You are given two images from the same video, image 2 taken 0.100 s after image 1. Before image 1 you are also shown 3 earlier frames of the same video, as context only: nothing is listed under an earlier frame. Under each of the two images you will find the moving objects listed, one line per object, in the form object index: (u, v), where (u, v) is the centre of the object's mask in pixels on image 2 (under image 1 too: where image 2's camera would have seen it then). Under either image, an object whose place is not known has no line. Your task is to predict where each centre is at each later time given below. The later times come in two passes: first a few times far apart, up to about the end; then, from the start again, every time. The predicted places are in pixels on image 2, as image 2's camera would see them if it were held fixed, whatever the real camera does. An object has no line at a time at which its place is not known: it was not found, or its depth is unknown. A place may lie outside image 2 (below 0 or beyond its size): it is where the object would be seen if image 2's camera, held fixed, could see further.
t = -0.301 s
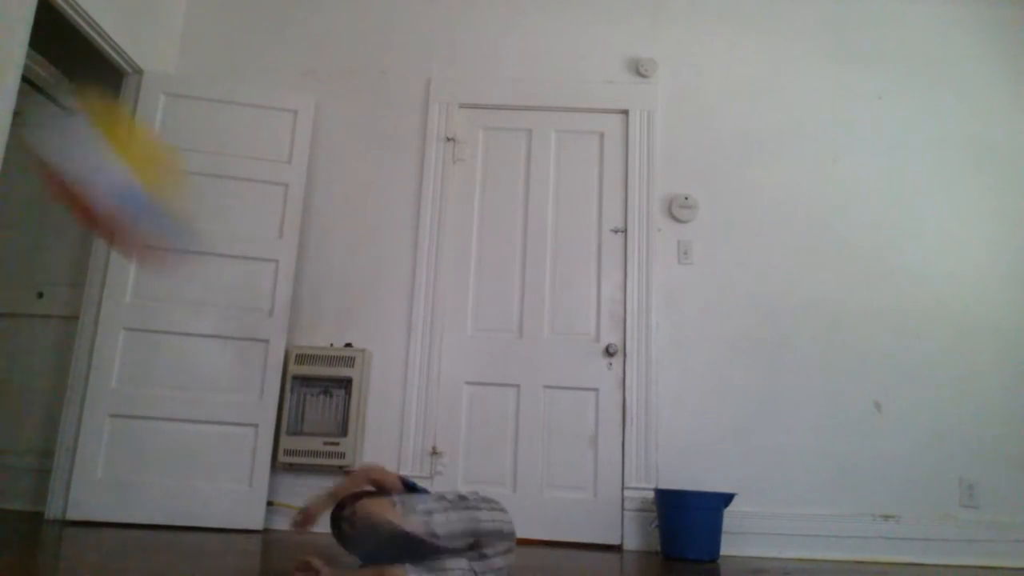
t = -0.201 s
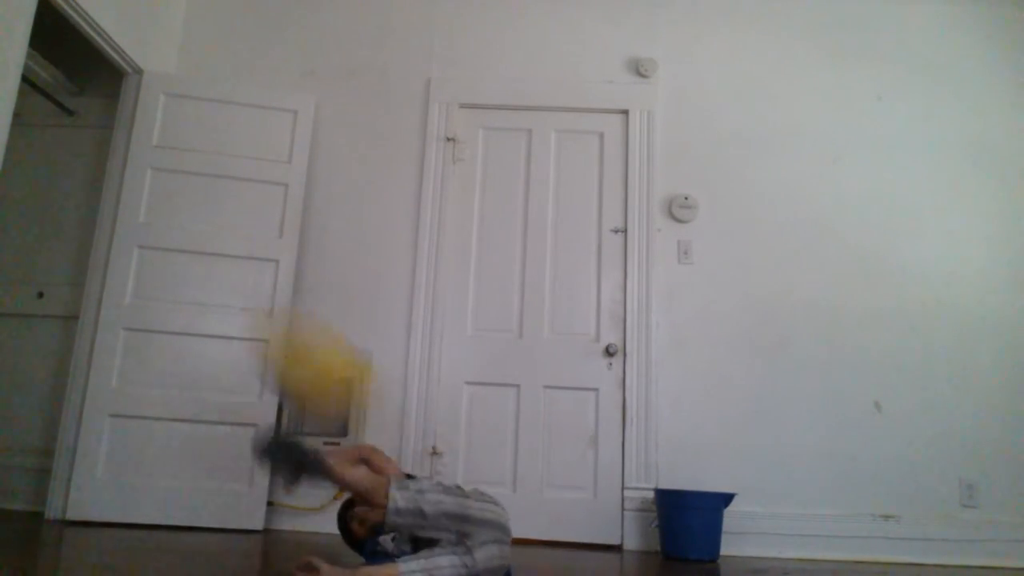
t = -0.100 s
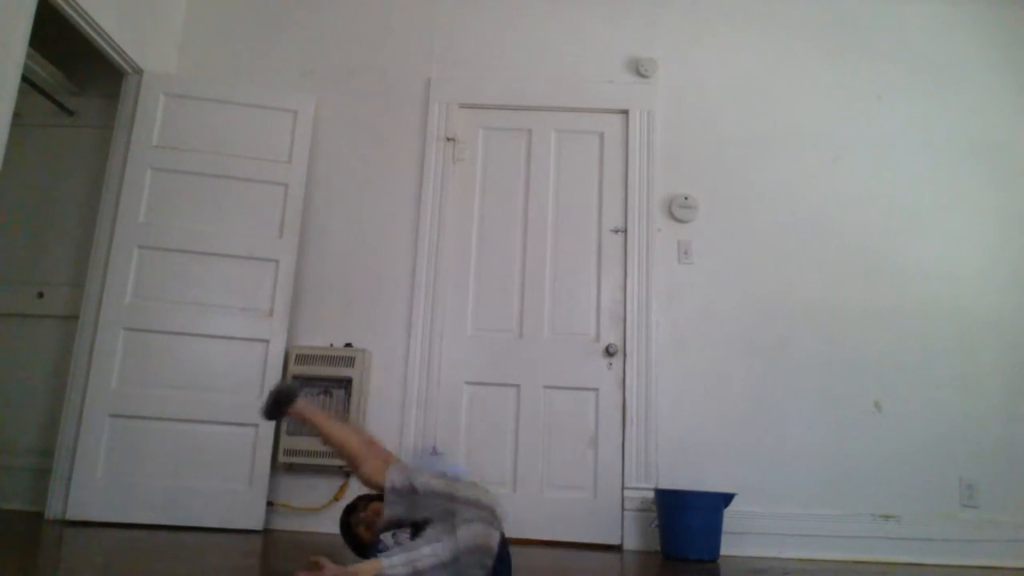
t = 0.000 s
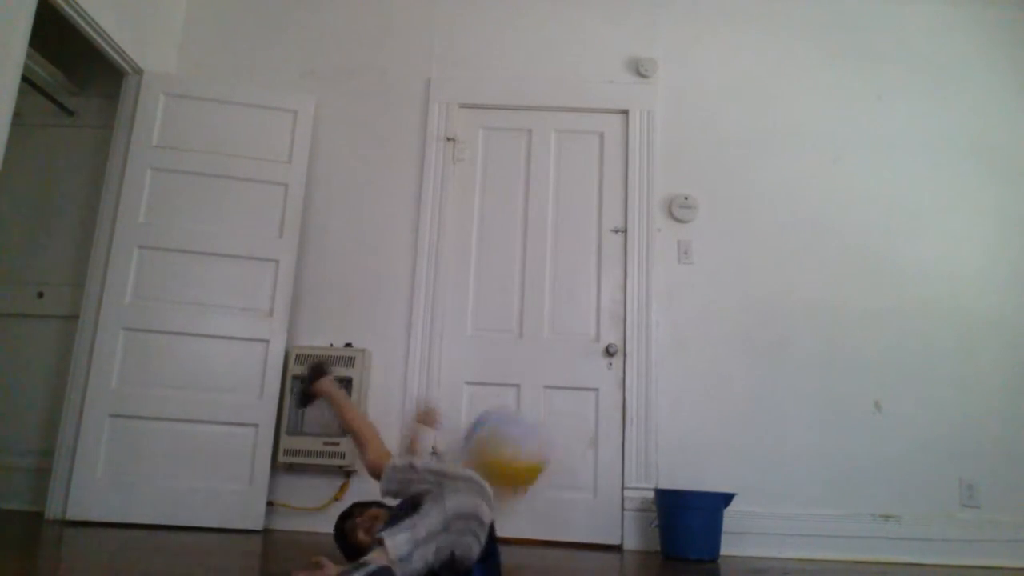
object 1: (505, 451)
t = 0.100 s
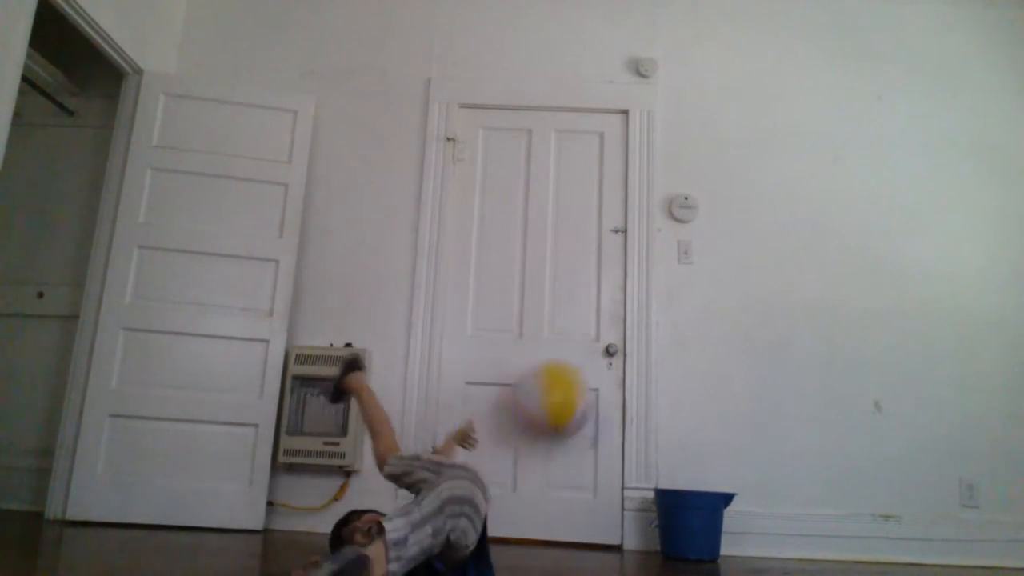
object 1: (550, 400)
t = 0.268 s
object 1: (606, 360)
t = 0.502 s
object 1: (682, 378)
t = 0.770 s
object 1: (783, 531)
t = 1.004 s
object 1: (864, 464)
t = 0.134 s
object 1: (564, 391)
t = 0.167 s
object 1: (576, 381)
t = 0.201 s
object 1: (585, 372)
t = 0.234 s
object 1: (595, 366)
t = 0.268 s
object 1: (606, 360)
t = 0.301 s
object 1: (616, 358)
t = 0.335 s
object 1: (626, 356)
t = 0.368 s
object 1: (637, 356)
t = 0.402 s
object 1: (648, 358)
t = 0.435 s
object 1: (659, 363)
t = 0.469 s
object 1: (671, 369)
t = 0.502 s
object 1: (682, 378)
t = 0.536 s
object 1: (693, 391)
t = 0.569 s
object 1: (706, 405)
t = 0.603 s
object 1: (717, 419)
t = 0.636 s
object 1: (731, 442)
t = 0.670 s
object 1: (745, 465)
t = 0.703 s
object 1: (759, 491)
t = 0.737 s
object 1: (769, 515)
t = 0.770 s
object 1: (783, 531)
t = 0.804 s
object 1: (796, 518)
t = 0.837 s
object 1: (806, 504)
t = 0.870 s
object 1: (817, 491)
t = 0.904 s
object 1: (828, 480)
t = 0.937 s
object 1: (840, 473)
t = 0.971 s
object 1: (852, 467)
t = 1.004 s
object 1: (864, 464)
